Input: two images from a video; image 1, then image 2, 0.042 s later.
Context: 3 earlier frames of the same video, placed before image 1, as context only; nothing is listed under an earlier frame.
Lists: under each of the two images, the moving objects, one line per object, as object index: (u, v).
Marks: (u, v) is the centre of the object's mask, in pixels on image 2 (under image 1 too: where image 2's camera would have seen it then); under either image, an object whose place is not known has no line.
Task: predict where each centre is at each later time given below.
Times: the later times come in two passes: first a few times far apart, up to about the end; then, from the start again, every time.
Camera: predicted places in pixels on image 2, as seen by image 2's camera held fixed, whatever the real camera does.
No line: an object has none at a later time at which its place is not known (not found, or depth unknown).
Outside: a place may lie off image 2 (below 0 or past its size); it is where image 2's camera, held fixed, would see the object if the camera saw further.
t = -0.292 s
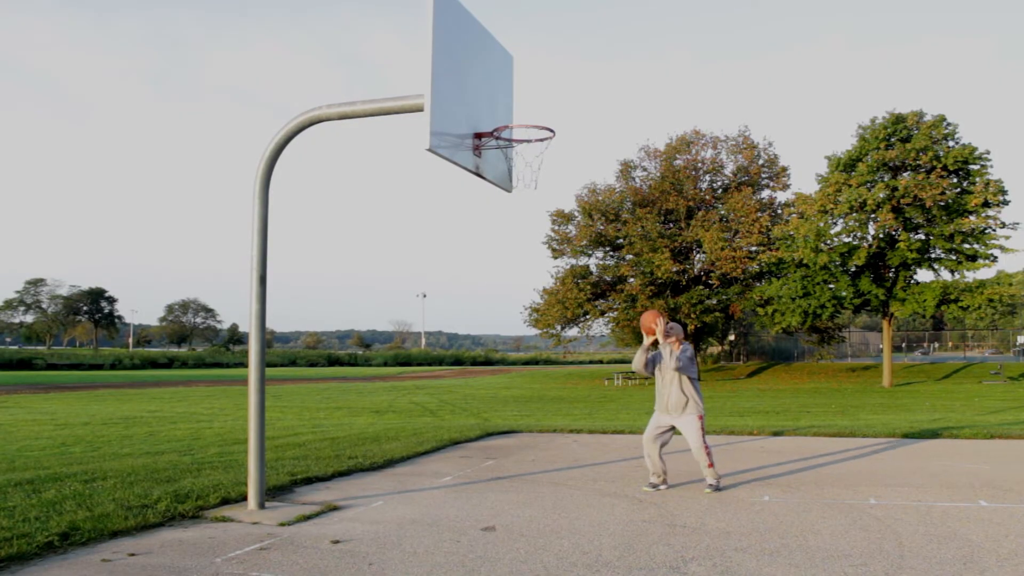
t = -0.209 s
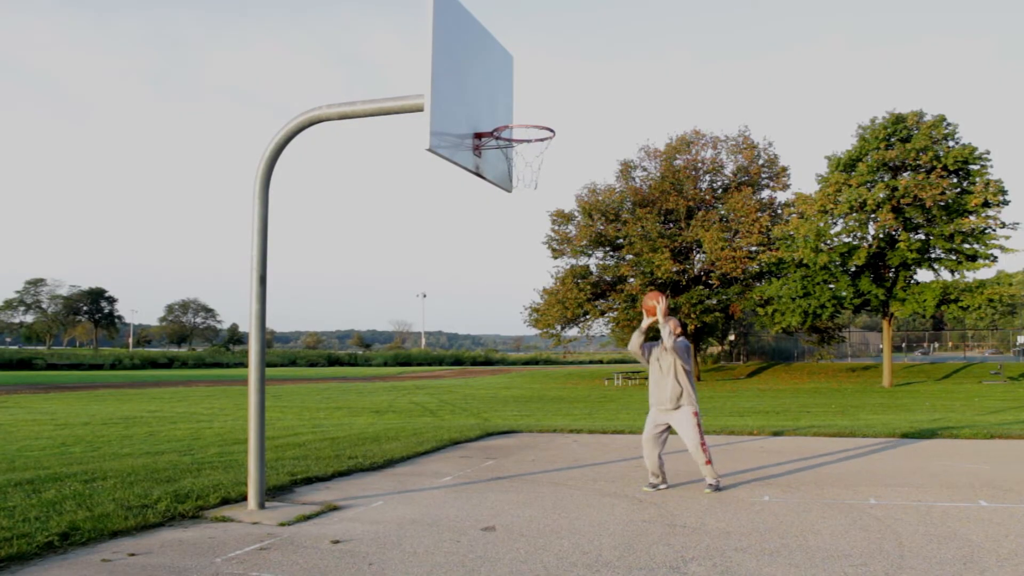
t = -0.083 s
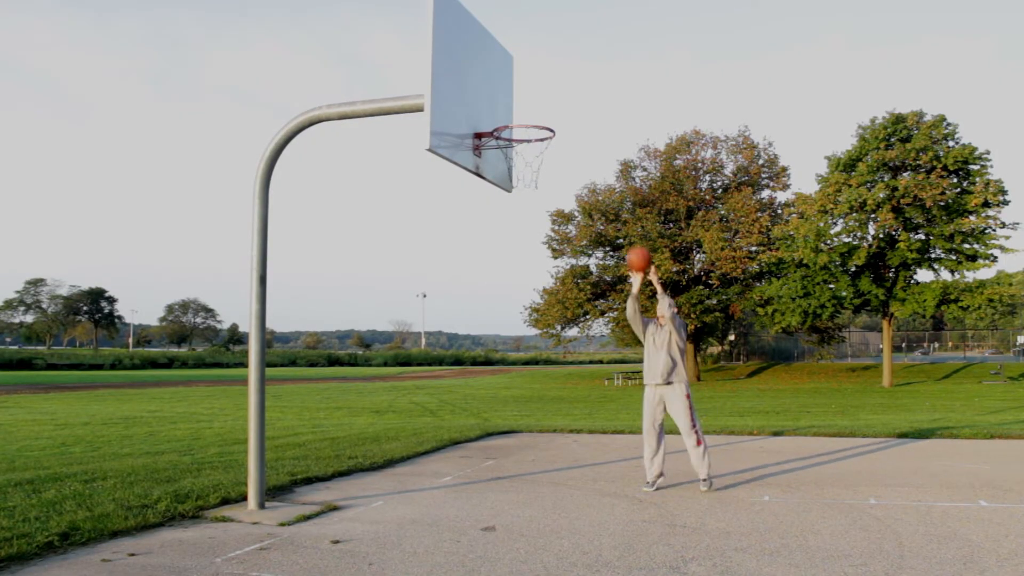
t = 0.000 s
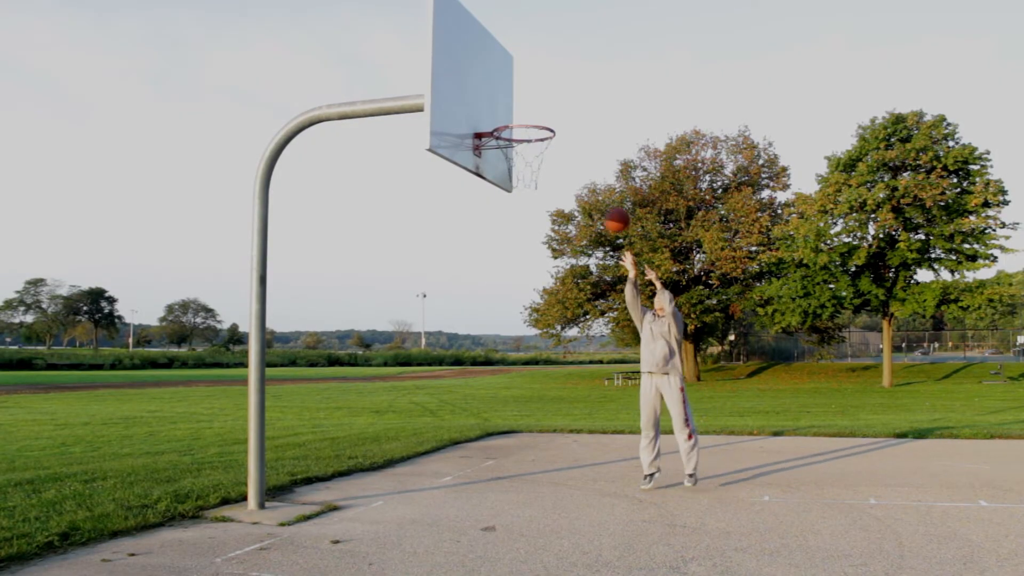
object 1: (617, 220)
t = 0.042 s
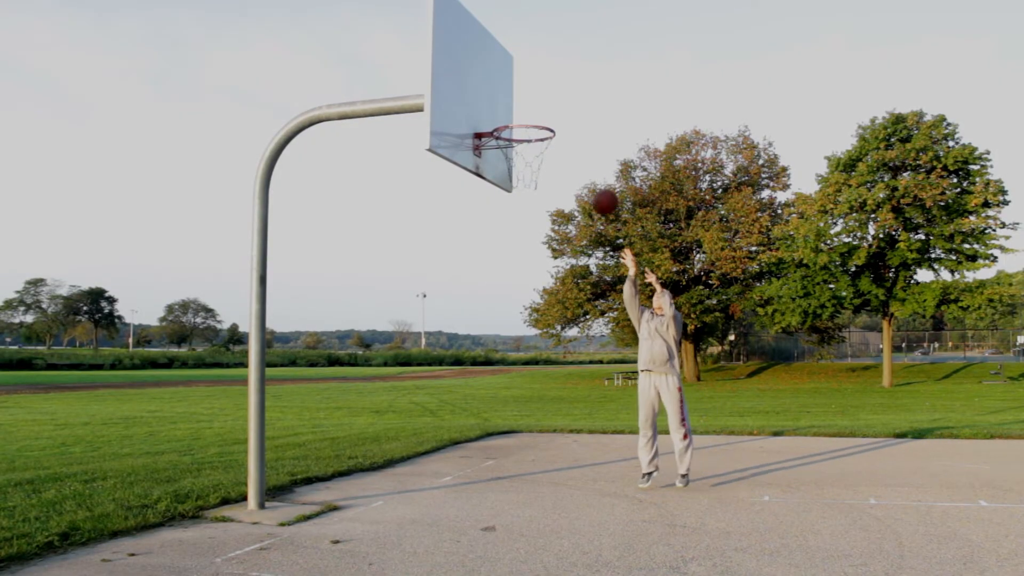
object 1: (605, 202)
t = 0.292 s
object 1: (529, 128)
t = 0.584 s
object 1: (530, 135)
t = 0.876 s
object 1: (538, 199)
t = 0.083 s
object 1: (593, 186)
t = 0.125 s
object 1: (581, 171)
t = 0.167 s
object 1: (569, 158)
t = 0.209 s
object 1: (557, 147)
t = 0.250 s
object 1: (543, 136)
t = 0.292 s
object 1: (529, 128)
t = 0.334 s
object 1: (516, 122)
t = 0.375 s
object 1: (504, 116)
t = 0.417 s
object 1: (509, 115)
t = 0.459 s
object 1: (514, 115)
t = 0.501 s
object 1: (519, 120)
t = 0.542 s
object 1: (524, 127)
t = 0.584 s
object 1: (530, 135)
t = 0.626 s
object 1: (535, 143)
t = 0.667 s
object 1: (537, 151)
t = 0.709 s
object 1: (538, 158)
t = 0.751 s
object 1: (539, 166)
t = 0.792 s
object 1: (539, 175)
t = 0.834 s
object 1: (538, 186)
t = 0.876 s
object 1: (538, 199)
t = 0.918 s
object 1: (537, 214)
